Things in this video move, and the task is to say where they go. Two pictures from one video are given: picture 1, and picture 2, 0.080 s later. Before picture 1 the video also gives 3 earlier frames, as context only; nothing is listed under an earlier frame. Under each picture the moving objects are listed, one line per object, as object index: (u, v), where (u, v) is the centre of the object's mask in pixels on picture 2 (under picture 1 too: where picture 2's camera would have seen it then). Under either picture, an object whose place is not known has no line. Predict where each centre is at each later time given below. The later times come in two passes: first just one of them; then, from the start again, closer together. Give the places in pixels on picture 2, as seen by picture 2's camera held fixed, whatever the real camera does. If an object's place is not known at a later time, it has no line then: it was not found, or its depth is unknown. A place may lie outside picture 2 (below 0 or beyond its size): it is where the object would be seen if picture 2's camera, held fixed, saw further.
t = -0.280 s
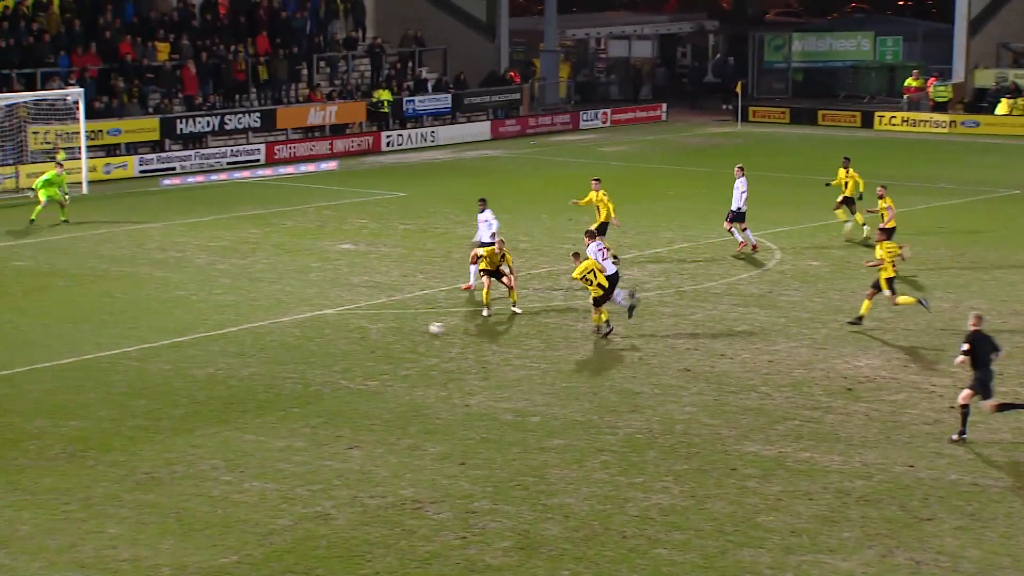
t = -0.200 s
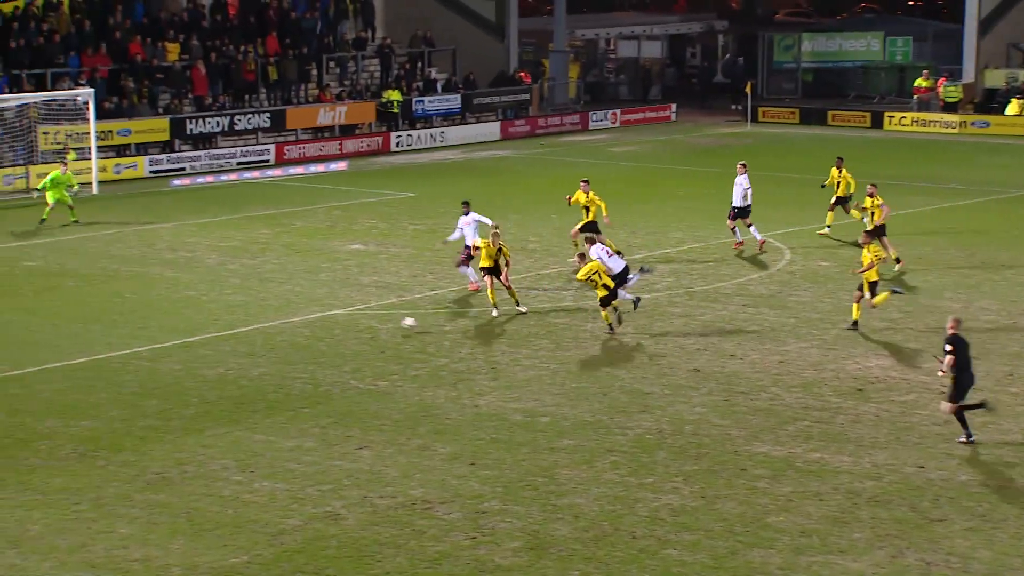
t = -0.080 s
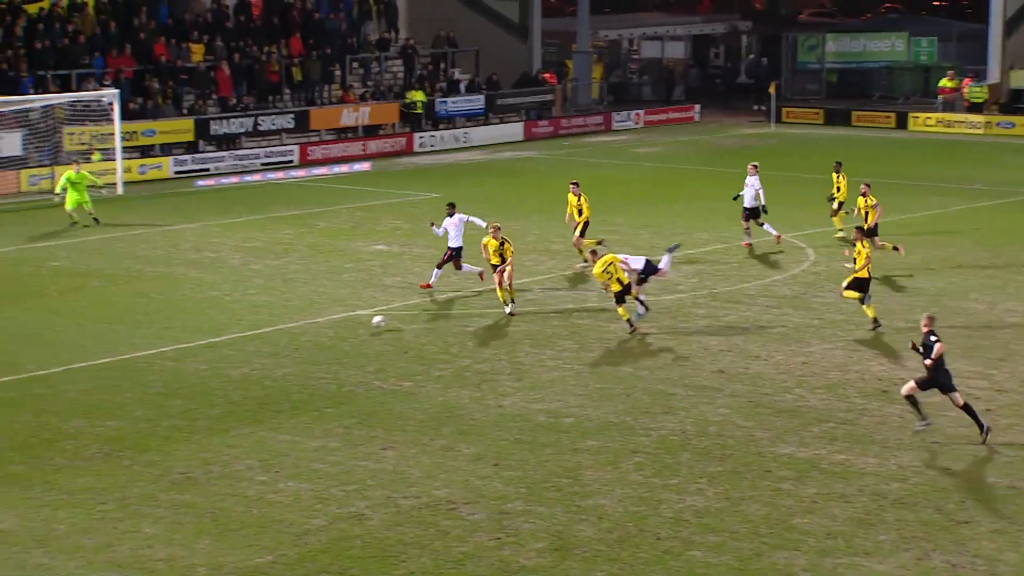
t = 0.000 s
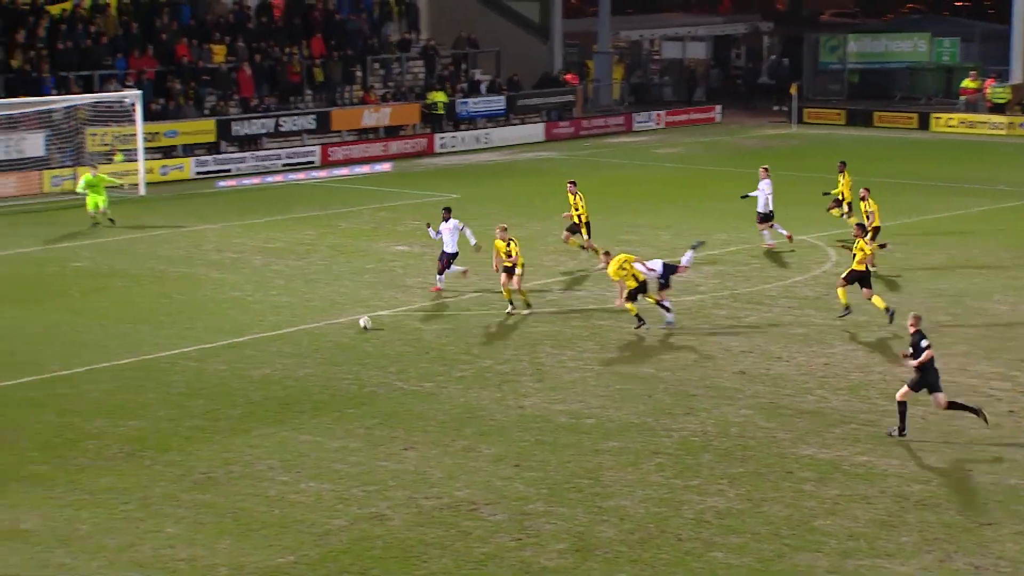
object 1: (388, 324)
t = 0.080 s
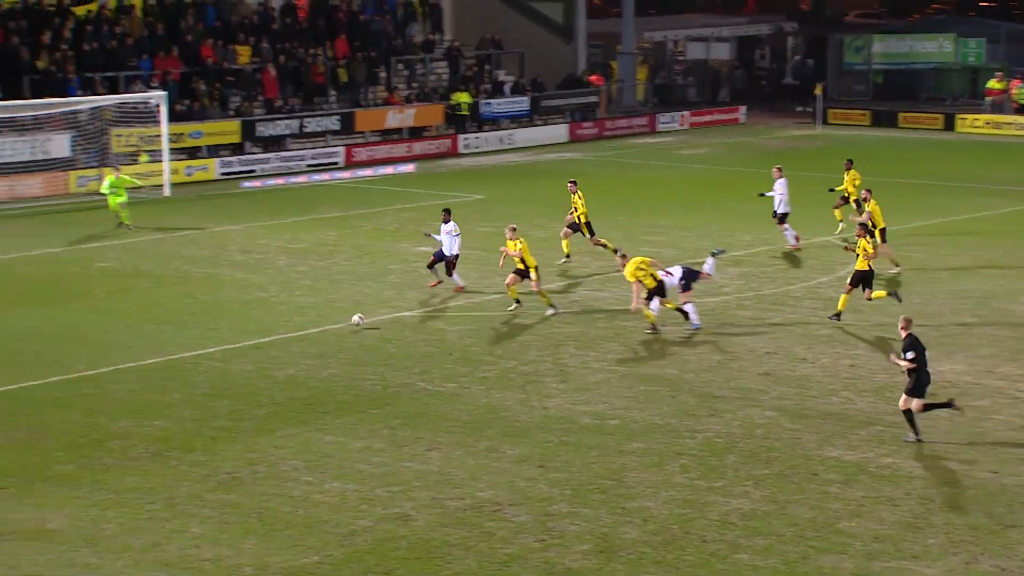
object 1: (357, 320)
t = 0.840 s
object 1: (137, 310)
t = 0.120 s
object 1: (343, 319)
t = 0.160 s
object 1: (329, 319)
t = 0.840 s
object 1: (137, 310)
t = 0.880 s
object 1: (128, 311)
